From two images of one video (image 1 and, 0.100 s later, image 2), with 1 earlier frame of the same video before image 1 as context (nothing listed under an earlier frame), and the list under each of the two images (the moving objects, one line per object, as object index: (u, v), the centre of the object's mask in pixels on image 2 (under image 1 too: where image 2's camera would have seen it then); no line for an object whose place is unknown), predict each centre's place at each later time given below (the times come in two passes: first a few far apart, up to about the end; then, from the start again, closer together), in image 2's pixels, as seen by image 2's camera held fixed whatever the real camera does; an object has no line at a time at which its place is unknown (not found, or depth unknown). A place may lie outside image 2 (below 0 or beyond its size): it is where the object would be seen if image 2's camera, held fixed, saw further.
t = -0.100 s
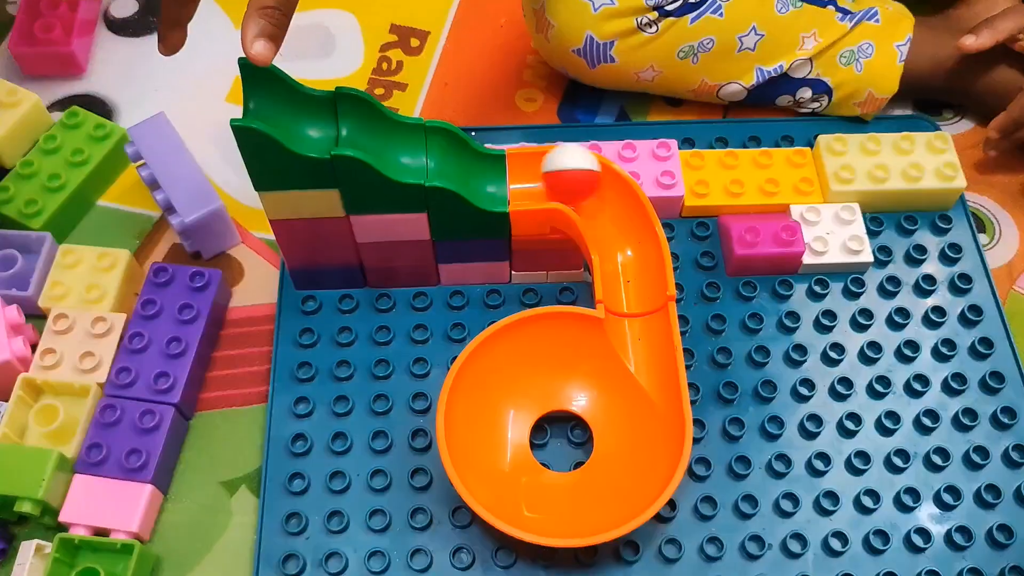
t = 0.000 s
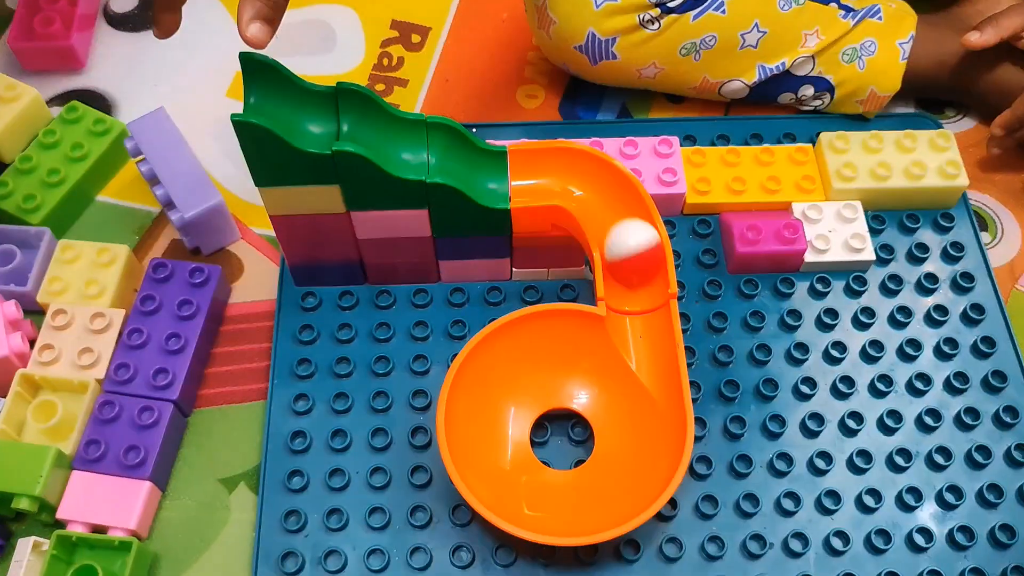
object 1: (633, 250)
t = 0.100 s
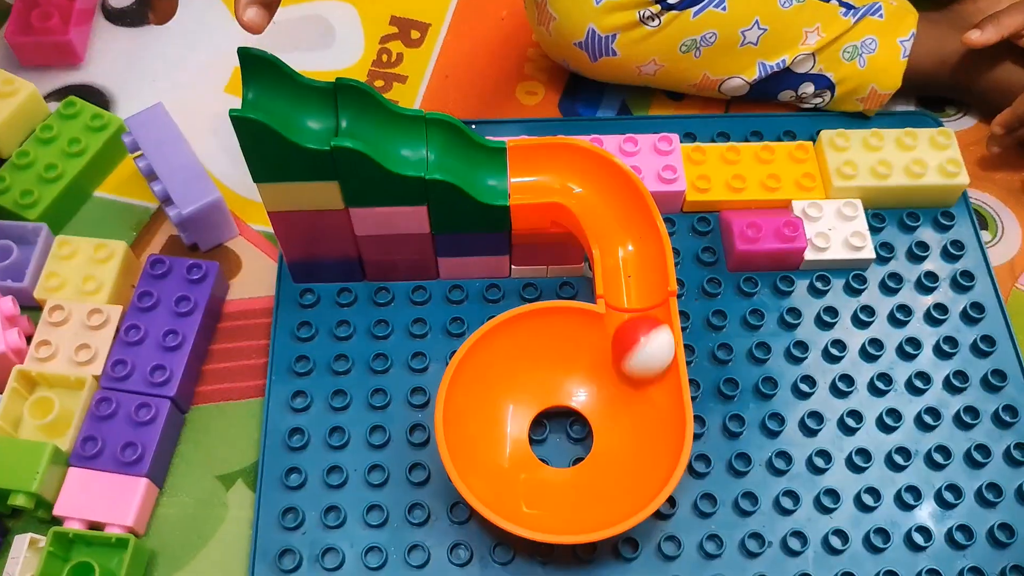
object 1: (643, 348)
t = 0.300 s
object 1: (531, 488)
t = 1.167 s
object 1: (626, 395)
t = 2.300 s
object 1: (622, 417)
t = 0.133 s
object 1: (646, 380)
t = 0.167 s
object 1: (644, 413)
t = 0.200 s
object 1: (629, 445)
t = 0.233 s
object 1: (599, 471)
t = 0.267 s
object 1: (564, 487)
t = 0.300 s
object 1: (531, 488)
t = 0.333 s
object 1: (504, 476)
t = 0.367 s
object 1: (491, 457)
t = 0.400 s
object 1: (495, 427)
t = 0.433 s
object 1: (503, 410)
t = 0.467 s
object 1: (521, 390)
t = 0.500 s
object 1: (544, 373)
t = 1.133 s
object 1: (615, 380)
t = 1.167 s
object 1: (626, 395)
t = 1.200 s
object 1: (627, 417)
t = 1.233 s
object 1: (619, 437)
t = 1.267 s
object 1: (603, 451)
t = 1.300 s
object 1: (579, 466)
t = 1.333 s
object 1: (554, 472)
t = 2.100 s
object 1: (523, 399)
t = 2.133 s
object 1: (543, 392)
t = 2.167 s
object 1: (565, 389)
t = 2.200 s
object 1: (586, 391)
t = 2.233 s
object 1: (603, 397)
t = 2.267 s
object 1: (617, 406)
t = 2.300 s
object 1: (622, 417)
